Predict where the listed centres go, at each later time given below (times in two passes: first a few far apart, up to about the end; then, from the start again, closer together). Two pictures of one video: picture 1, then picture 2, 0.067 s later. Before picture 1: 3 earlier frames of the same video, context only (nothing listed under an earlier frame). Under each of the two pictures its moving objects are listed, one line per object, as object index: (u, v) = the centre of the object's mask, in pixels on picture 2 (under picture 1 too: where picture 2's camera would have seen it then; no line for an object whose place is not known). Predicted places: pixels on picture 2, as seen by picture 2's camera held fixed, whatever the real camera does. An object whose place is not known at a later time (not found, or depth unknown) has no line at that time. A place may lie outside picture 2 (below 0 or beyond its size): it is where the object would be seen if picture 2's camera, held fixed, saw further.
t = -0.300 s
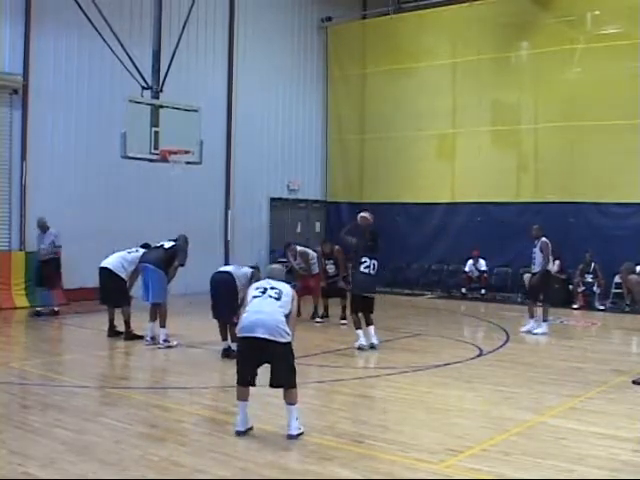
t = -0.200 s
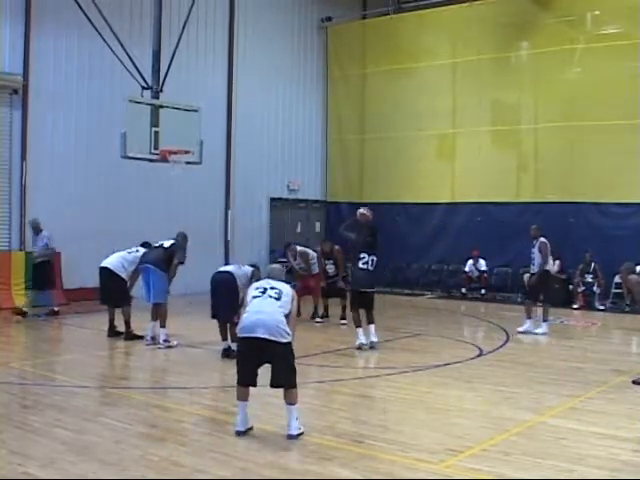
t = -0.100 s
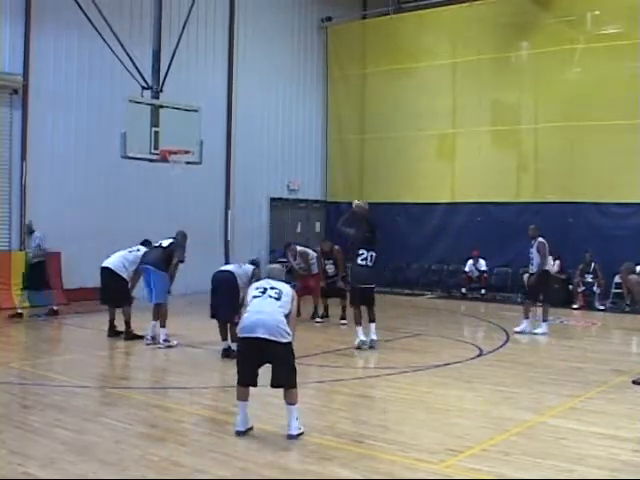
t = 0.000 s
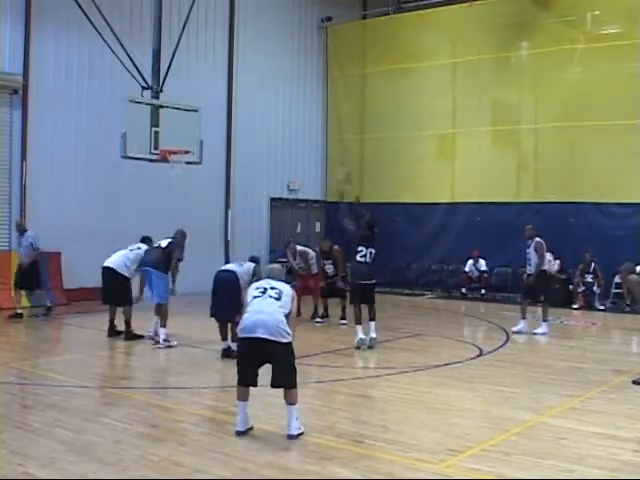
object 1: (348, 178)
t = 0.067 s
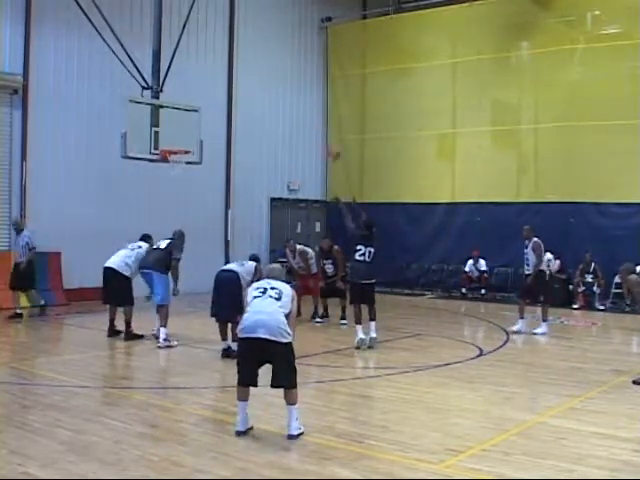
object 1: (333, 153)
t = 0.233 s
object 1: (301, 116)
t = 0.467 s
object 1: (262, 93)
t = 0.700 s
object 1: (225, 104)
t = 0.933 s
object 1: (191, 144)
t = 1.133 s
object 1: (187, 127)
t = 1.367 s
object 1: (182, 129)
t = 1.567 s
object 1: (178, 156)
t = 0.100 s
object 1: (326, 147)
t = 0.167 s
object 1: (313, 128)
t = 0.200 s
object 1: (306, 121)
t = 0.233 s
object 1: (301, 116)
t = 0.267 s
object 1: (295, 110)
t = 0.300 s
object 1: (289, 104)
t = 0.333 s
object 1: (283, 100)
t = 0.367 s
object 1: (278, 98)
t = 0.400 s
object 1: (273, 96)
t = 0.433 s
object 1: (266, 94)
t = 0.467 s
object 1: (262, 93)
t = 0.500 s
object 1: (256, 92)
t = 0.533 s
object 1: (250, 92)
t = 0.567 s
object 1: (246, 93)
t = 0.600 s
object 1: (241, 95)
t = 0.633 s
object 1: (236, 98)
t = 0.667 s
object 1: (231, 99)
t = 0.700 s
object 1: (225, 104)
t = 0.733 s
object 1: (219, 108)
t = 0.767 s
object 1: (214, 112)
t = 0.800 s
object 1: (210, 117)
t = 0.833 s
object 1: (205, 123)
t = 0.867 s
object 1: (201, 129)
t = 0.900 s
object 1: (196, 137)
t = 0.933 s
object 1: (191, 144)
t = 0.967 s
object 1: (191, 144)
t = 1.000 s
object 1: (189, 139)
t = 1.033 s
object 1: (189, 136)
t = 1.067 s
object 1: (188, 133)
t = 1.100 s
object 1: (187, 128)
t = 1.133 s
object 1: (187, 127)
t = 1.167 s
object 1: (186, 125)
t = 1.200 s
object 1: (185, 126)
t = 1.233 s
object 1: (185, 125)
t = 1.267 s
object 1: (185, 125)
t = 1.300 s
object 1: (184, 126)
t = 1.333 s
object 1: (184, 127)
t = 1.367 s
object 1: (182, 129)
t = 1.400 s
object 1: (182, 132)
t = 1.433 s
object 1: (182, 136)
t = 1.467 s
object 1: (181, 140)
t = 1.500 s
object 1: (180, 144)
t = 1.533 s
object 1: (180, 147)
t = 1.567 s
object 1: (178, 156)
